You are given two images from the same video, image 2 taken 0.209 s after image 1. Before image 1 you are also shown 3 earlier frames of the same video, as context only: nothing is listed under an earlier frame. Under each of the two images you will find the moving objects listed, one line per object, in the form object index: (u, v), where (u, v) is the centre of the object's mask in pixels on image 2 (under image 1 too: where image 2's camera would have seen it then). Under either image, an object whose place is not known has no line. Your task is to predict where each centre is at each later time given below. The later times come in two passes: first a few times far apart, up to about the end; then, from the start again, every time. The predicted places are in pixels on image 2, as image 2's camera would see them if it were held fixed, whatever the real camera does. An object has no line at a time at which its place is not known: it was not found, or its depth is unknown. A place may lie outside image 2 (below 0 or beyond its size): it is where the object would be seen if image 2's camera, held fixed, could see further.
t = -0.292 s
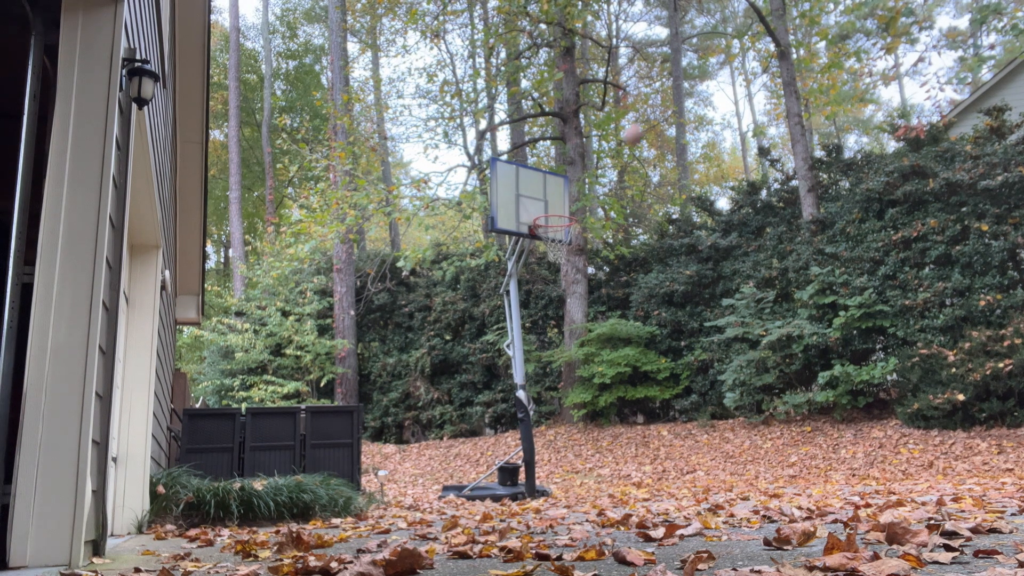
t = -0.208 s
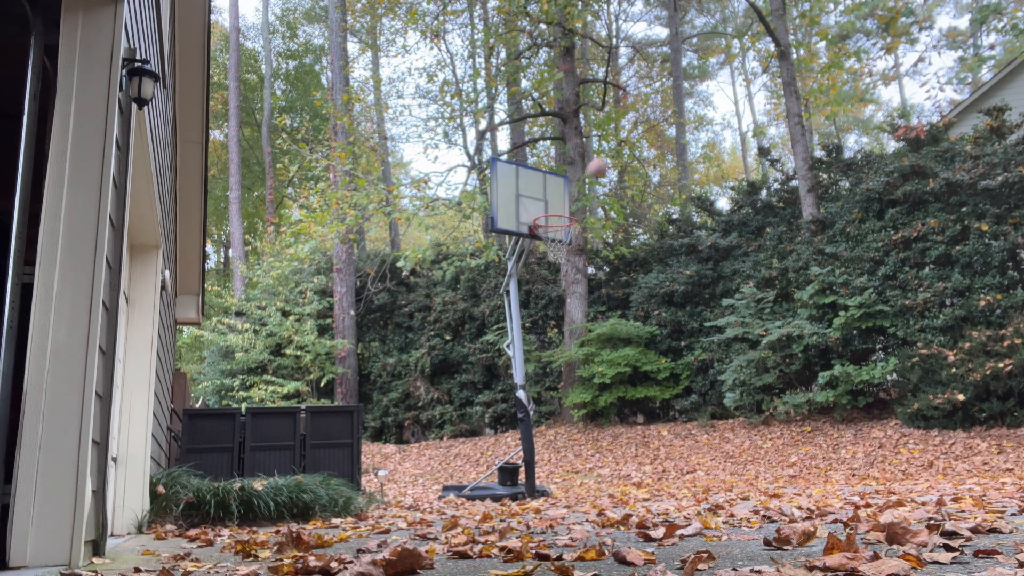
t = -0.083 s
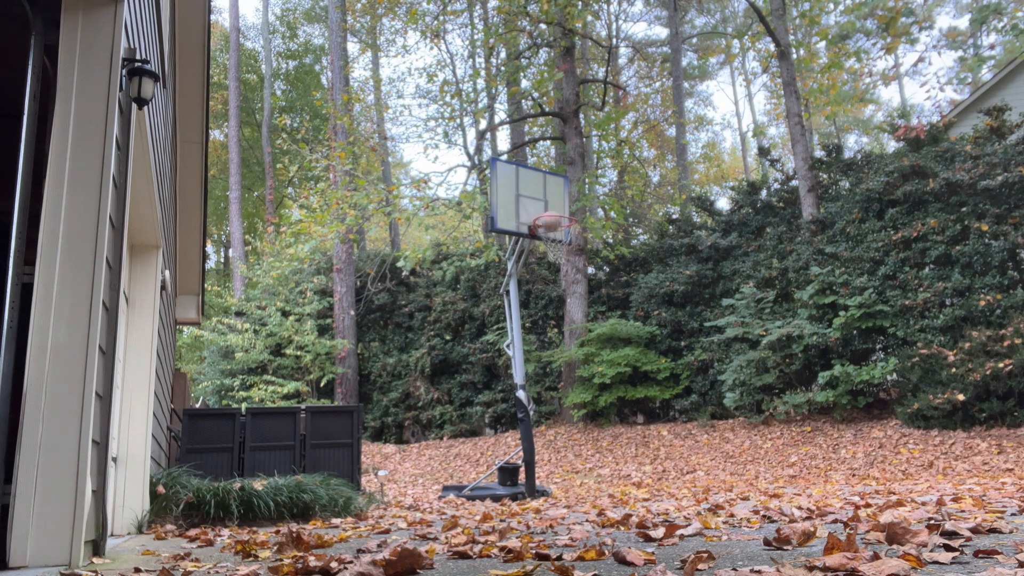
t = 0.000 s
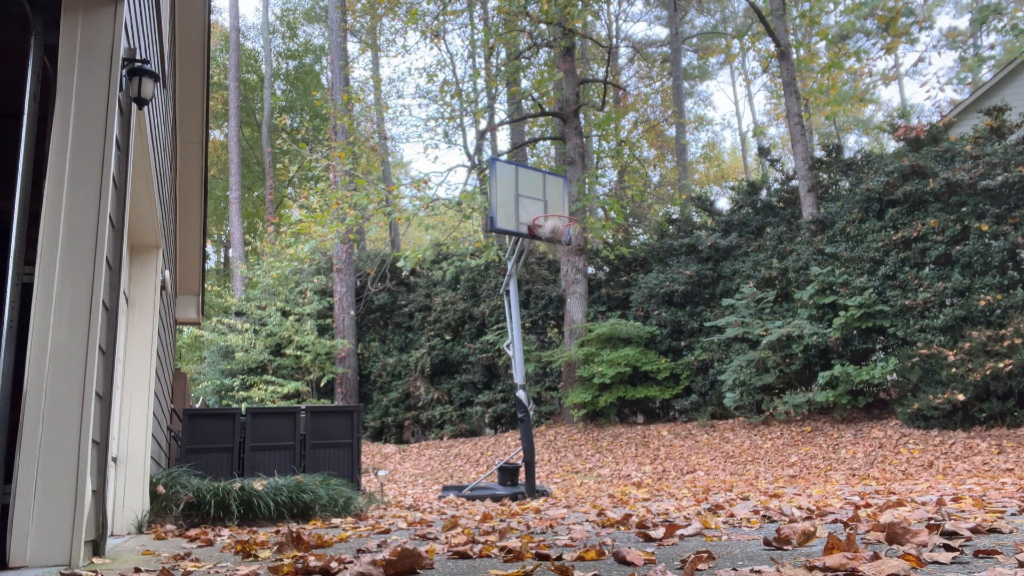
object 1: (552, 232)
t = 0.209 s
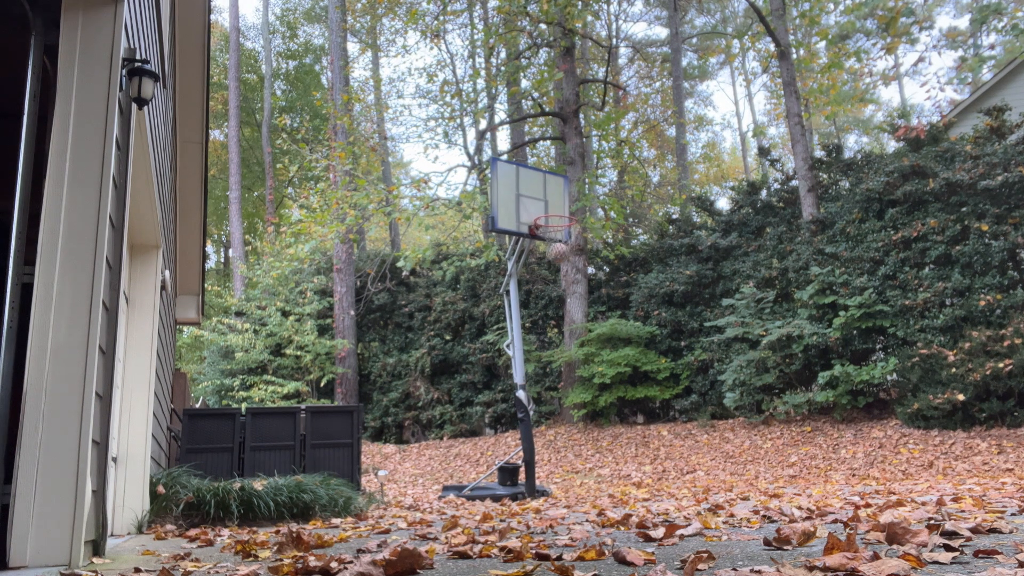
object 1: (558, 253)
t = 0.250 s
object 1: (557, 256)
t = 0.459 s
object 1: (553, 292)
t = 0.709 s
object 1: (552, 387)
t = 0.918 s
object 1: (552, 473)
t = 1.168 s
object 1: (539, 370)
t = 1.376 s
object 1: (532, 331)
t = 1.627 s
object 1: (528, 337)
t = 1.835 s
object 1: (528, 389)
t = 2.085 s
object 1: (530, 481)
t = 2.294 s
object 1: (522, 403)
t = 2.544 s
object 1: (516, 372)
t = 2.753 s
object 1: (515, 395)
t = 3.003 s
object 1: (518, 491)
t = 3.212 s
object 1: (516, 425)
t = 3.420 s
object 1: (518, 401)
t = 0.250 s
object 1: (557, 256)
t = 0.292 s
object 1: (555, 263)
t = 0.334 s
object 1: (554, 266)
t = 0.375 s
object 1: (554, 274)
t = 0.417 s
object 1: (553, 282)
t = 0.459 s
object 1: (553, 292)
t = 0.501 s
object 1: (552, 304)
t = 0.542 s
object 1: (552, 317)
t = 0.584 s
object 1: (552, 333)
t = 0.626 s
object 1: (551, 349)
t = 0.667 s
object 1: (552, 368)
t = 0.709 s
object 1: (552, 387)
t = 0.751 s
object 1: (552, 409)
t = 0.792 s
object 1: (553, 431)
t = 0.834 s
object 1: (553, 457)
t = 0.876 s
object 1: (553, 488)
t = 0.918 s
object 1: (552, 473)
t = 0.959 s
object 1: (549, 450)
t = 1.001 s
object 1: (547, 430)
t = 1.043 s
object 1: (545, 413)
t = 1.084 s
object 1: (543, 397)
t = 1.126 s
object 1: (541, 382)
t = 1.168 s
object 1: (539, 370)
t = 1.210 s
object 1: (538, 359)
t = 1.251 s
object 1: (536, 349)
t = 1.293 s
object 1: (534, 341)
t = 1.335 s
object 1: (533, 335)
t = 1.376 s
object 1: (532, 331)
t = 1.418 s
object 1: (531, 328)
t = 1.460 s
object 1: (530, 327)
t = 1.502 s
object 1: (530, 328)
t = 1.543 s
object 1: (529, 329)
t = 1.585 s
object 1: (529, 332)
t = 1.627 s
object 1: (528, 337)
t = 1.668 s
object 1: (528, 344)
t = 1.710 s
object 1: (528, 353)
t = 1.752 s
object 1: (528, 363)
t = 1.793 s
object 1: (528, 376)
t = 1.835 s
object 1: (528, 389)
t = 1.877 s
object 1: (528, 405)
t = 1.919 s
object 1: (528, 422)
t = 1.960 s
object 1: (529, 441)
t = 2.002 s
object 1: (529, 464)
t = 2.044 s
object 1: (531, 488)
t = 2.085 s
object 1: (530, 481)
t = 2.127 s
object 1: (528, 461)
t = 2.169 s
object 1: (526, 443)
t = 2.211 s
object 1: (525, 428)
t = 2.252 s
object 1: (523, 415)
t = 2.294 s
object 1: (522, 403)
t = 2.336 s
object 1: (520, 393)
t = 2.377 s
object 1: (519, 385)
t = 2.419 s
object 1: (518, 379)
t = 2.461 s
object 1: (517, 375)
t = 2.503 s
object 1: (517, 372)
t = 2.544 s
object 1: (516, 372)
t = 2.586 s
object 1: (516, 372)
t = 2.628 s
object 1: (515, 375)
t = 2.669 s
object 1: (515, 380)
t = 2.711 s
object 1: (515, 387)
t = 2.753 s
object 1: (515, 395)
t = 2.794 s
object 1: (515, 406)
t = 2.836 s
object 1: (515, 418)
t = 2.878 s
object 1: (516, 433)
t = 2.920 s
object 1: (516, 450)
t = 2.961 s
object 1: (517, 471)
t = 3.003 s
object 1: (518, 491)
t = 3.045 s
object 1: (518, 483)
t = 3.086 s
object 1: (517, 466)
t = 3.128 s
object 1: (517, 450)
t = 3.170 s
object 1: (517, 437)
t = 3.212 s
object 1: (516, 425)
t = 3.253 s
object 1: (516, 417)
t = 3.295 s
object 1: (516, 410)
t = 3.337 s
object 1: (517, 405)
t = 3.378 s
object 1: (517, 402)
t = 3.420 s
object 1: (518, 401)
